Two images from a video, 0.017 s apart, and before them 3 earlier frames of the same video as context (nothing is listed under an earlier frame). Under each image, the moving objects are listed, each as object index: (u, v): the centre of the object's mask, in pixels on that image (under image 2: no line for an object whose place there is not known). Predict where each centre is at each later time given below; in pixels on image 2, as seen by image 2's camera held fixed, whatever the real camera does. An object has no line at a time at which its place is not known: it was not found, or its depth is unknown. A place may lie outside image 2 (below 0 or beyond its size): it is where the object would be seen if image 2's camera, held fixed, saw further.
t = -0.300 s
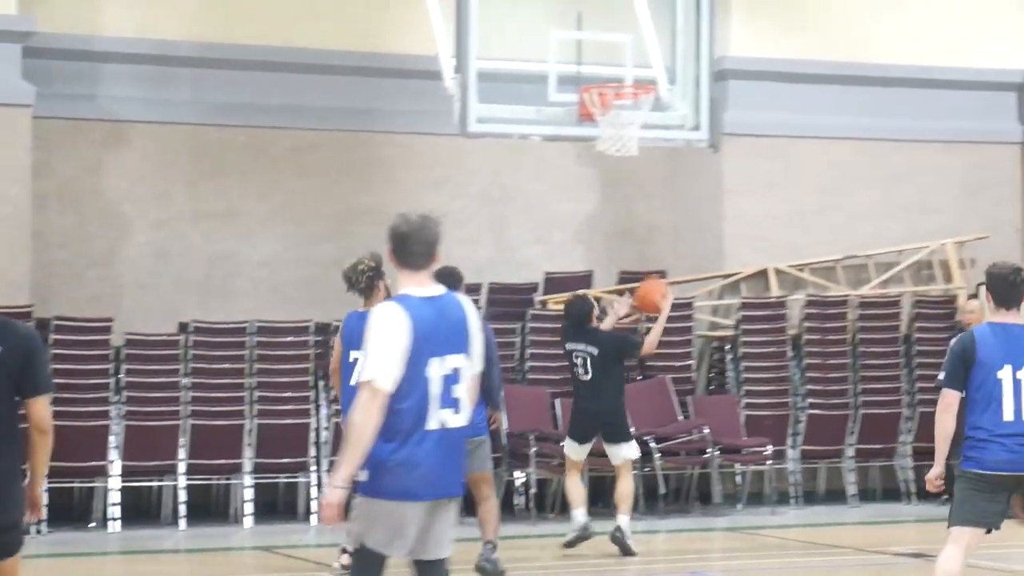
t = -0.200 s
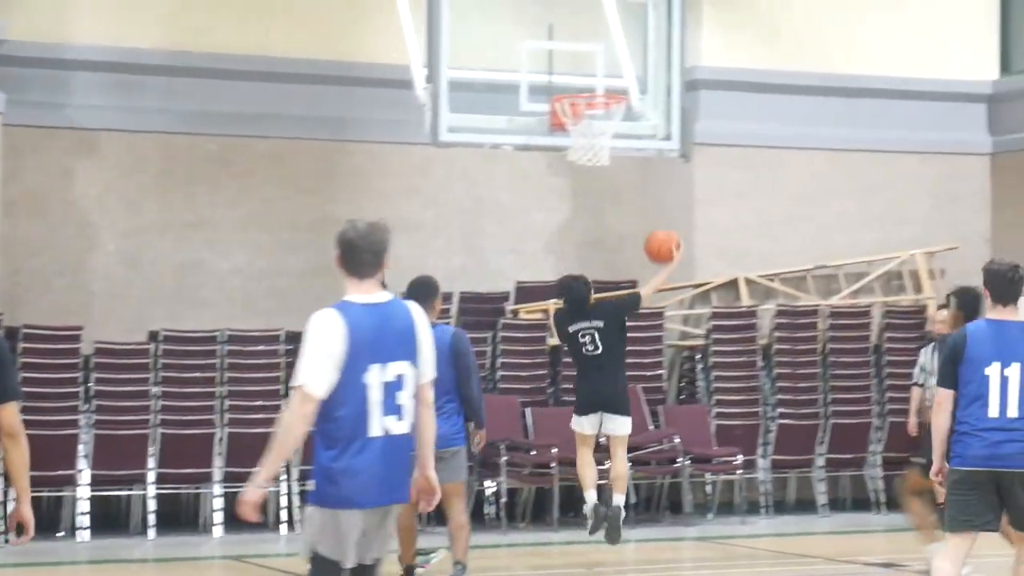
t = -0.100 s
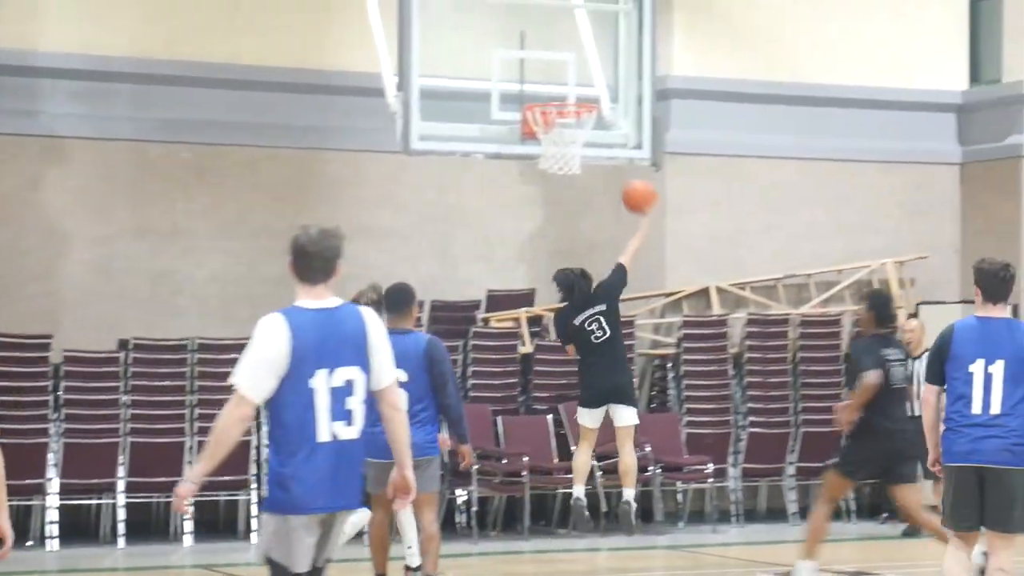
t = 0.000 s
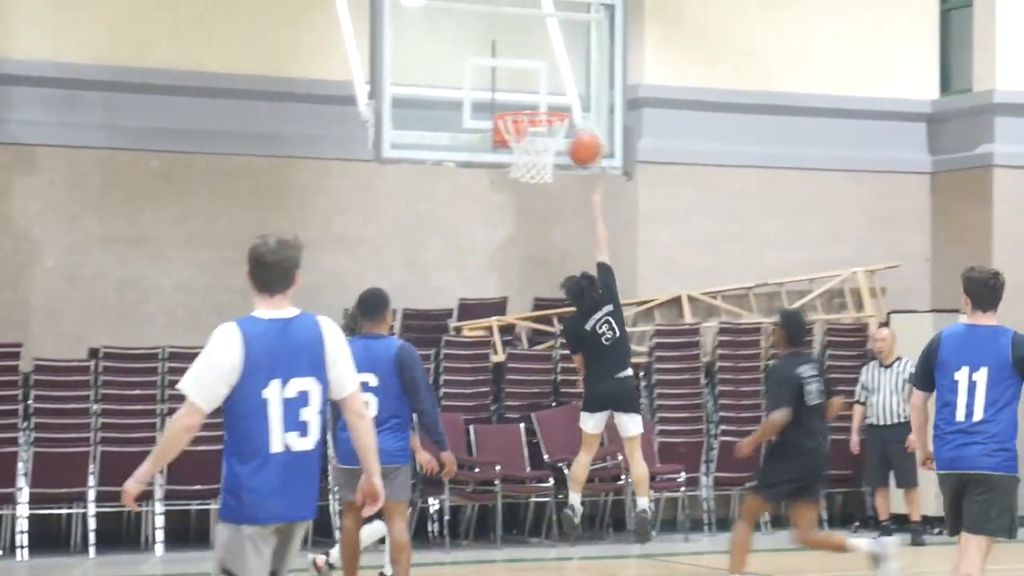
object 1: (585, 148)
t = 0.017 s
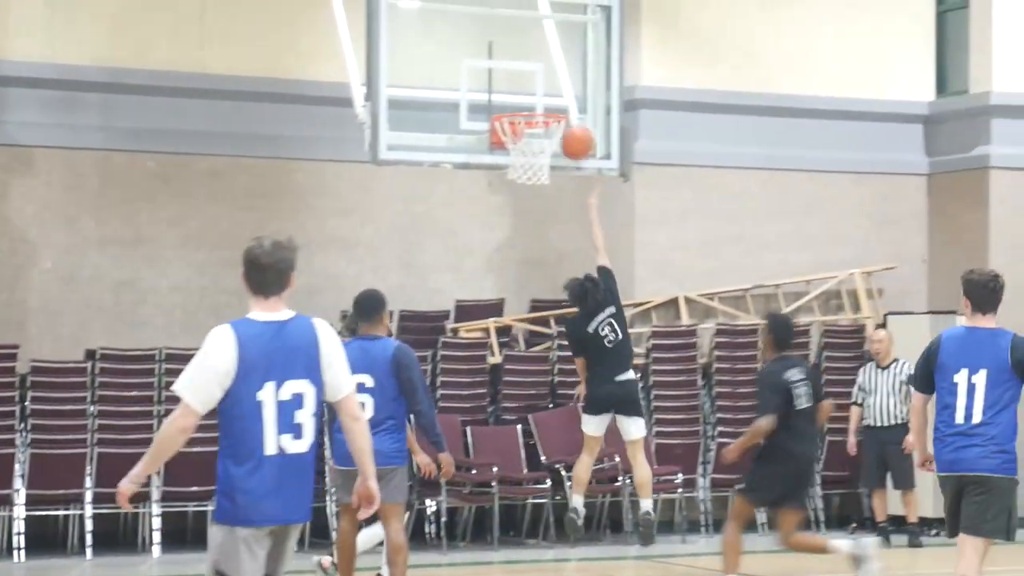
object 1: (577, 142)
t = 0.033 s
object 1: (574, 135)
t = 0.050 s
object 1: (572, 128)
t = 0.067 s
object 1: (568, 119)
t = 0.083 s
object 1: (562, 111)
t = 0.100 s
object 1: (558, 109)
